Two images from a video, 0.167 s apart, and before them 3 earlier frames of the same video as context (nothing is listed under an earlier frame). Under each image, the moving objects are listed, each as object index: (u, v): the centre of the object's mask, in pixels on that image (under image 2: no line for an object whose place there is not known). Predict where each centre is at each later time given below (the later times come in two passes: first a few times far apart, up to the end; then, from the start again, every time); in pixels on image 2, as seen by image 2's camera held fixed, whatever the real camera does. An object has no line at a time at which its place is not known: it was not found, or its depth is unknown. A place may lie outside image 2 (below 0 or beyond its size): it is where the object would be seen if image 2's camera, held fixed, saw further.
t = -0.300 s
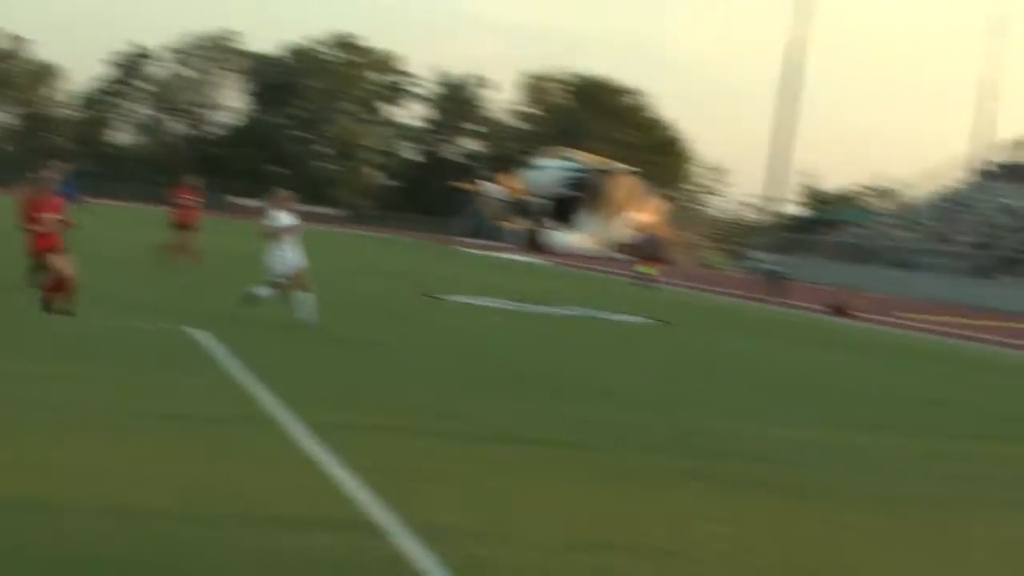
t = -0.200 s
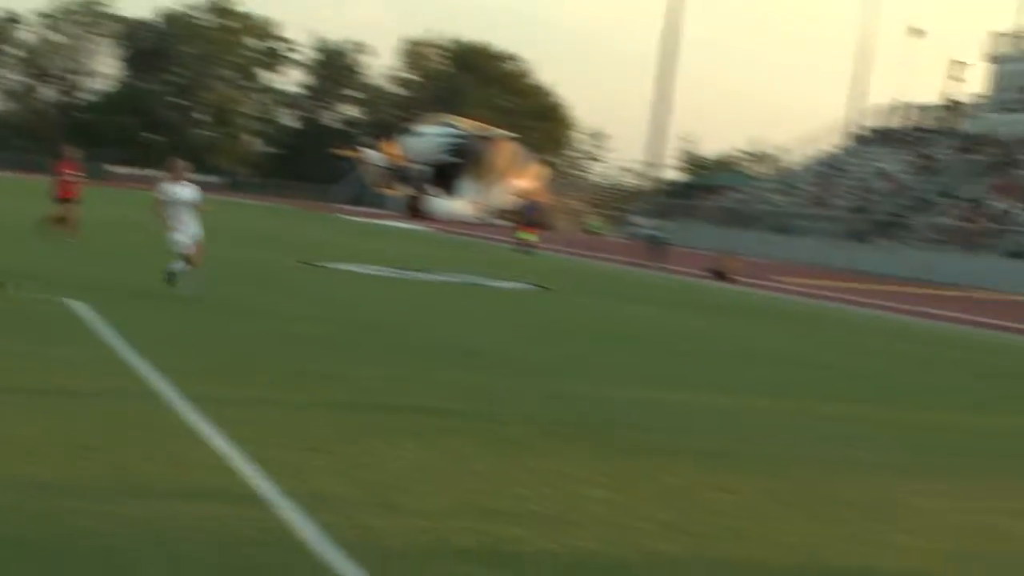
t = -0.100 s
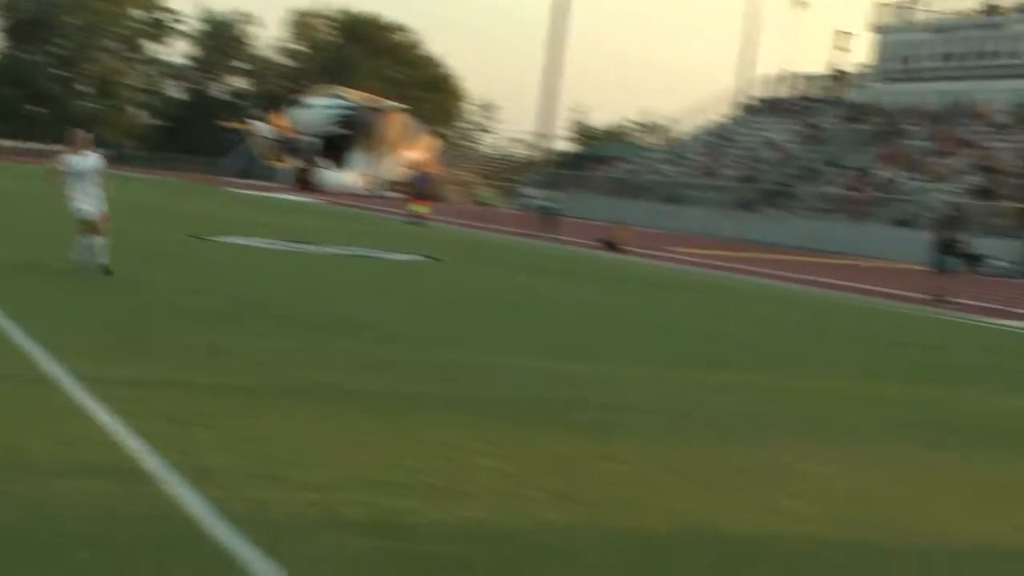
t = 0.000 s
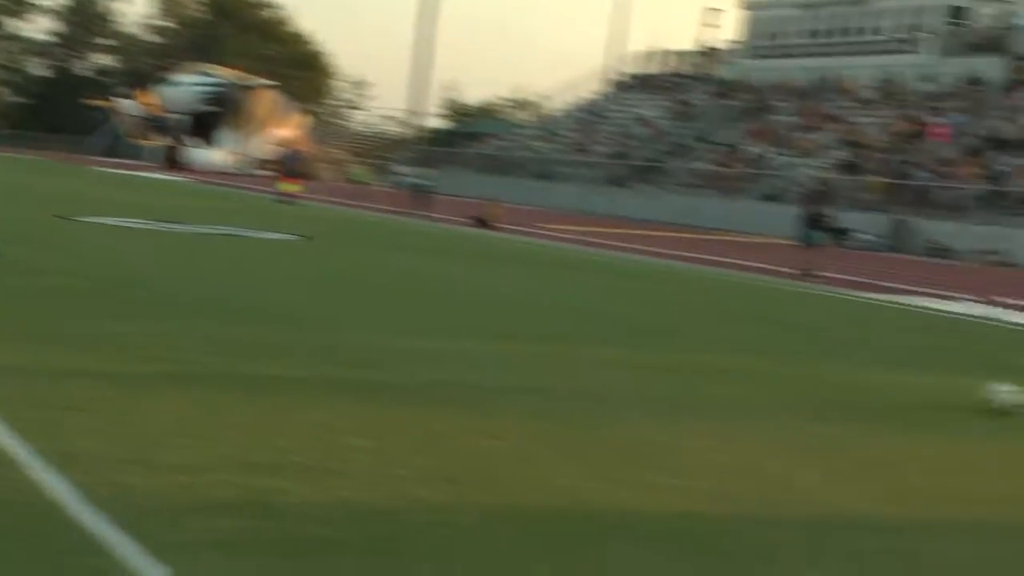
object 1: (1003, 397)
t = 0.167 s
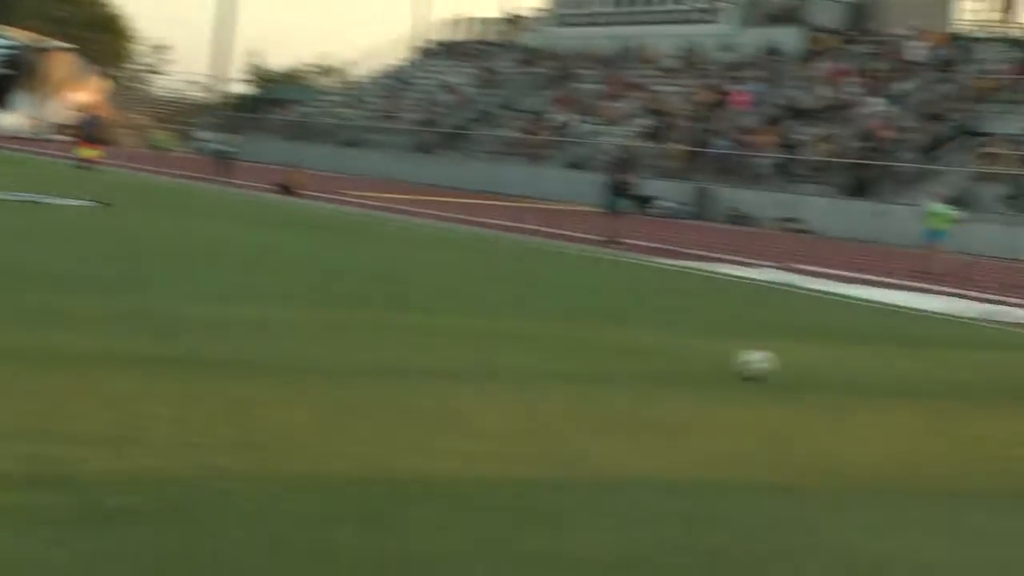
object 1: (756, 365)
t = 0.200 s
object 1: (744, 365)
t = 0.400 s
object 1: (684, 368)
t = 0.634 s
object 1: (623, 371)
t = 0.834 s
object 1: (564, 375)
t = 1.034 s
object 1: (499, 379)
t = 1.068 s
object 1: (488, 380)
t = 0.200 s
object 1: (744, 365)
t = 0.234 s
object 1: (734, 365)
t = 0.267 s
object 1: (725, 366)
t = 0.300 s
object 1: (713, 366)
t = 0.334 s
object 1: (704, 367)
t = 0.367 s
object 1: (694, 367)
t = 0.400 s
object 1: (684, 368)
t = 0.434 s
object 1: (675, 368)
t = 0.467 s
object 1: (668, 369)
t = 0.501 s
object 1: (662, 367)
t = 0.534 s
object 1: (651, 368)
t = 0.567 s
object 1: (644, 369)
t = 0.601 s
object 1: (632, 371)
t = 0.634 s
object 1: (623, 371)
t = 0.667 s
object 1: (614, 371)
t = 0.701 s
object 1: (603, 373)
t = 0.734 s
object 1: (594, 373)
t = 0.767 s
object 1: (584, 374)
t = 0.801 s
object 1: (574, 376)
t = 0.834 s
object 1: (564, 375)
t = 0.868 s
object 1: (554, 376)
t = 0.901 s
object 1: (542, 377)
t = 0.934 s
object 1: (531, 378)
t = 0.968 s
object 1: (521, 379)
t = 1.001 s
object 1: (510, 379)
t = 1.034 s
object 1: (499, 379)
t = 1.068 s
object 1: (488, 380)
